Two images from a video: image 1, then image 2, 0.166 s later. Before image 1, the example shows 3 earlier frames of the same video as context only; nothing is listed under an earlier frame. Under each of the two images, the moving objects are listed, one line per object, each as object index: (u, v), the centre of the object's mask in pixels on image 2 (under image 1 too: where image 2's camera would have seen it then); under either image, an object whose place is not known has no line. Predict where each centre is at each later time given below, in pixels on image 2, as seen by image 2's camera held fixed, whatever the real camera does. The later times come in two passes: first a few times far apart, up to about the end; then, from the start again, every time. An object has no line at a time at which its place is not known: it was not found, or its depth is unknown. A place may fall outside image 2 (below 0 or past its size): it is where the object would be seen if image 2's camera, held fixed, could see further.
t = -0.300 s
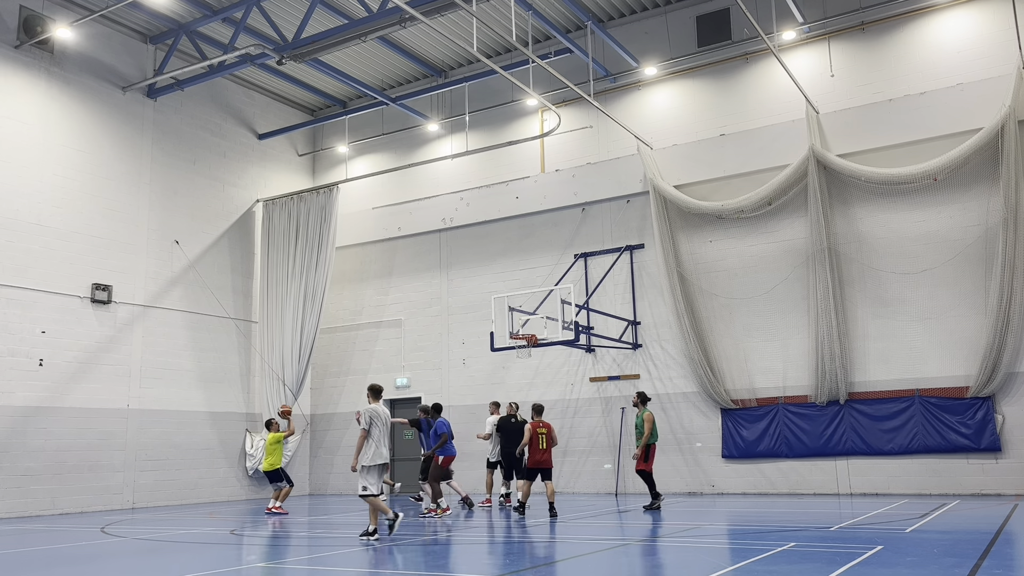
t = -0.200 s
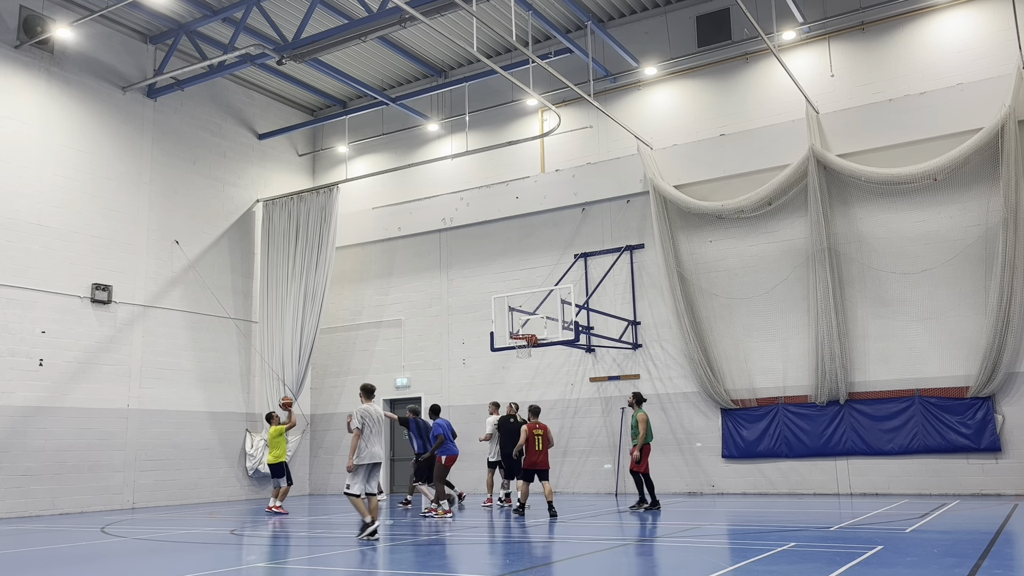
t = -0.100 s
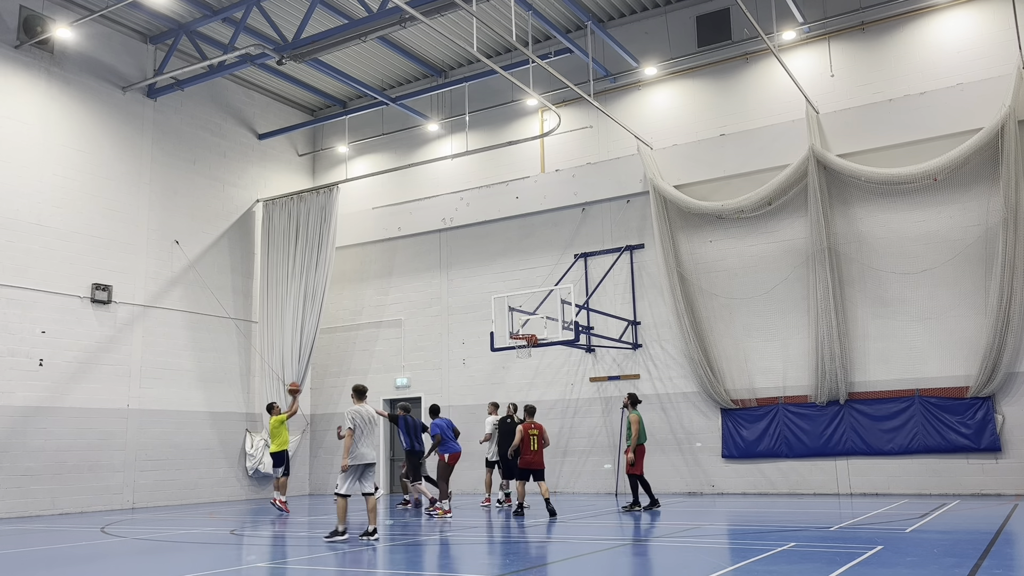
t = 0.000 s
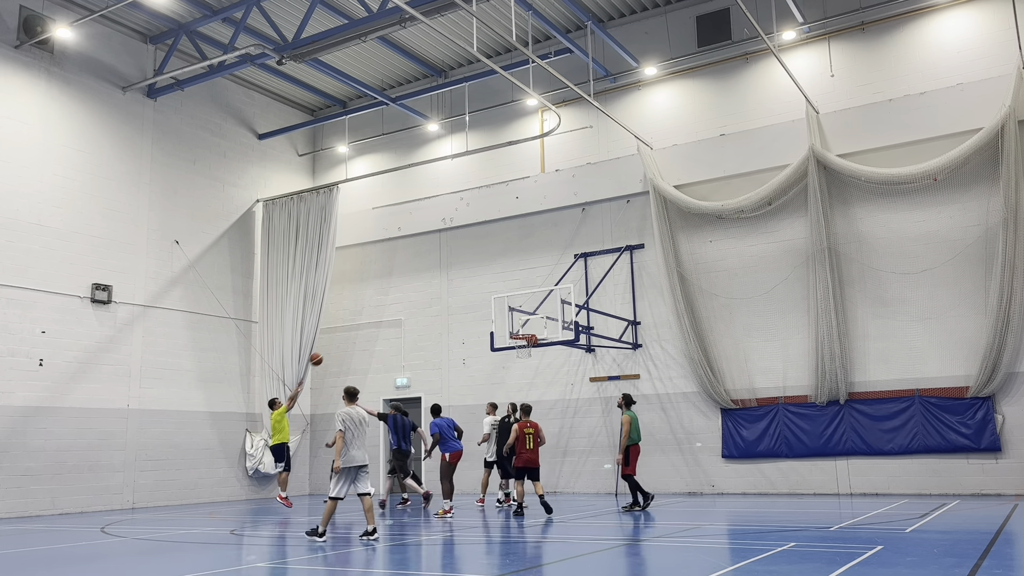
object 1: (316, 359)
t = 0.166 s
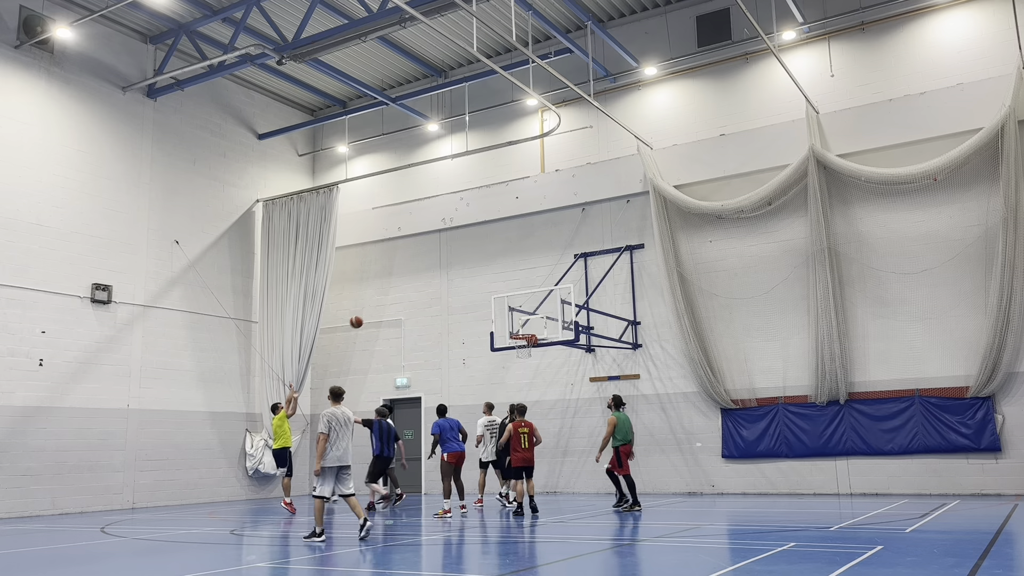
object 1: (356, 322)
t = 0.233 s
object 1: (372, 312)
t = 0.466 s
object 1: (425, 294)
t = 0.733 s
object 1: (484, 308)
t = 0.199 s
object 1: (364, 317)
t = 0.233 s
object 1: (372, 312)
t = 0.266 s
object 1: (380, 307)
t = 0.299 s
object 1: (388, 303)
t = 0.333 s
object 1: (395, 300)
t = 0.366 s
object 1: (403, 298)
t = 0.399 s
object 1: (410, 296)
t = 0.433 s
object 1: (418, 295)
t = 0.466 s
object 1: (425, 294)
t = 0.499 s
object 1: (433, 294)
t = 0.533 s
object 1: (440, 294)
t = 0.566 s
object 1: (448, 295)
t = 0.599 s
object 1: (455, 296)
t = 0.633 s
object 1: (462, 298)
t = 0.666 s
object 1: (470, 301)
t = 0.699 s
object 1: (477, 304)
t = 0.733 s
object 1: (484, 308)
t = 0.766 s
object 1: (491, 312)
